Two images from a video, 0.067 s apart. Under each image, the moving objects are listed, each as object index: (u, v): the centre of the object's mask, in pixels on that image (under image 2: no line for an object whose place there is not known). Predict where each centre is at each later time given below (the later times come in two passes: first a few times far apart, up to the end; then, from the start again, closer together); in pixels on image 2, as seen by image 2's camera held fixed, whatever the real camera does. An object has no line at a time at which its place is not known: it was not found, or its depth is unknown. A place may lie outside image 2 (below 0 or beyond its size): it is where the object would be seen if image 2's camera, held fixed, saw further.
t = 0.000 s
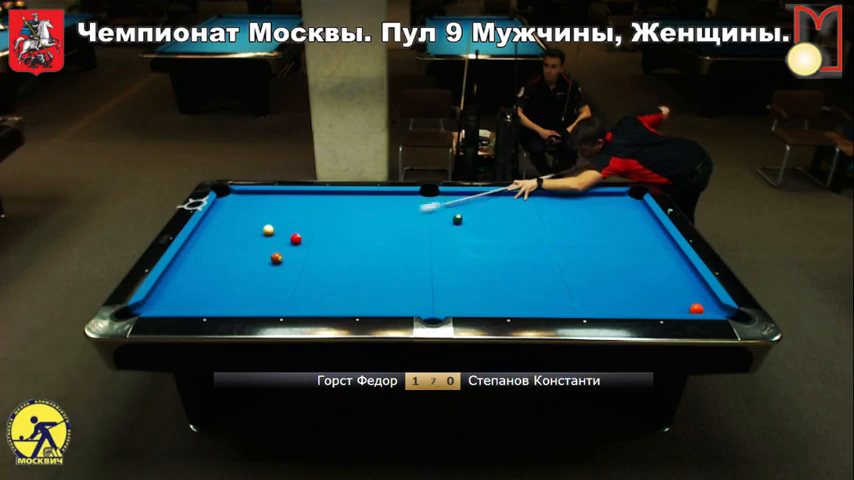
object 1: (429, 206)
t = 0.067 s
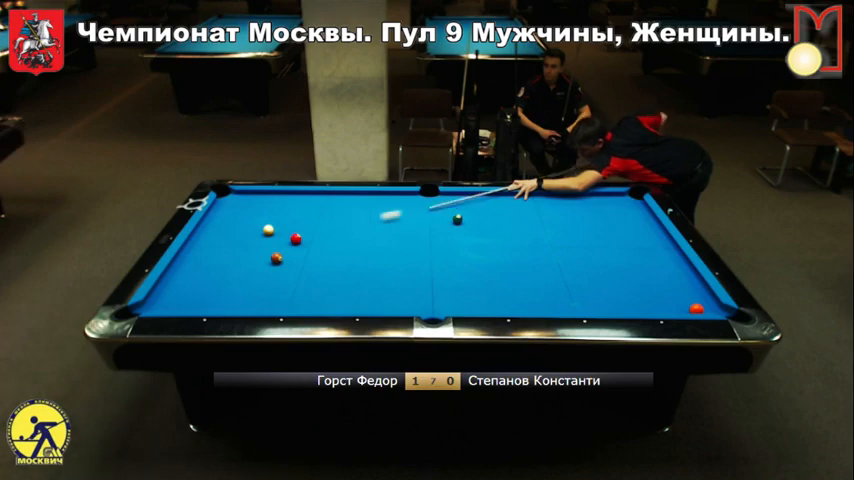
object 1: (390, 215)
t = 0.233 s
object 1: (300, 233)
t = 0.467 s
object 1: (268, 219)
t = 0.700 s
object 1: (243, 209)
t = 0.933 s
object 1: (219, 200)
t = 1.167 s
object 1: (239, 195)
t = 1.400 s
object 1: (252, 201)
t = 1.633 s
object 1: (265, 208)
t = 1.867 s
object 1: (279, 214)
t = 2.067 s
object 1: (291, 220)
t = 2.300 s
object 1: (304, 227)
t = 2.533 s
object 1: (318, 234)
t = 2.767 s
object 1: (331, 241)
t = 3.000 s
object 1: (345, 248)
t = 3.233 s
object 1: (359, 254)
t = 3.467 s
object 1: (372, 261)
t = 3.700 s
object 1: (386, 267)
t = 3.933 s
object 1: (399, 274)
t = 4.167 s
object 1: (412, 280)
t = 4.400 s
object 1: (425, 286)
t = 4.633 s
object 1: (438, 292)
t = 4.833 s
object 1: (449, 297)
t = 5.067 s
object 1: (462, 303)
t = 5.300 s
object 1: (474, 306)
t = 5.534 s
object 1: (482, 306)
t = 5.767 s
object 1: (488, 304)
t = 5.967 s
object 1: (493, 303)
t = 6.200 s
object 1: (497, 303)
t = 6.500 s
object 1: (504, 300)
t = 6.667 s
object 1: (505, 300)
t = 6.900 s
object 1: (508, 299)
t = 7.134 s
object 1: (510, 300)
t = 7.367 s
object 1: (512, 299)
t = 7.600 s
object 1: (514, 300)
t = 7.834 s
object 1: (514, 300)
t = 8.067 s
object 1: (515, 300)
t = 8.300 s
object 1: (515, 299)
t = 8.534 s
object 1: (515, 299)
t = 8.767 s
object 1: (515, 299)
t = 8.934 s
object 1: (515, 299)
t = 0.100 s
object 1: (371, 219)
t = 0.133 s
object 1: (351, 224)
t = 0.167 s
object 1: (330, 228)
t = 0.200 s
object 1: (311, 232)
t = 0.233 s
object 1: (300, 233)
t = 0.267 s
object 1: (294, 231)
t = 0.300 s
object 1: (289, 229)
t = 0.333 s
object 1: (285, 227)
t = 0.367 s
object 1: (280, 225)
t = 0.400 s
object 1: (277, 223)
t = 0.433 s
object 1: (273, 221)
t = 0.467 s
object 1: (268, 219)
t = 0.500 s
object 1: (265, 218)
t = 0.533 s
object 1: (261, 217)
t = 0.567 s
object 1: (257, 215)
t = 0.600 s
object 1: (253, 214)
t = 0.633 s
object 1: (250, 212)
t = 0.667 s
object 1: (246, 211)
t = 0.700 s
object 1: (243, 209)
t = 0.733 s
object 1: (239, 208)
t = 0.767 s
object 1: (236, 207)
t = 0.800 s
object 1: (232, 205)
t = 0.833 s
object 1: (229, 204)
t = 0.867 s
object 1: (226, 203)
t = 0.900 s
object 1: (222, 201)
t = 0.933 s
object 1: (219, 200)
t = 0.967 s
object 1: (222, 198)
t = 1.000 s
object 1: (226, 196)
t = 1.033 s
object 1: (229, 195)
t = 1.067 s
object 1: (232, 193)
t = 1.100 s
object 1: (235, 192)
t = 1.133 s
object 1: (237, 193)
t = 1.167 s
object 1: (239, 195)
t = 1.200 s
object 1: (241, 195)
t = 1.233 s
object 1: (242, 196)
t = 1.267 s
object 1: (244, 197)
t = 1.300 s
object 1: (246, 198)
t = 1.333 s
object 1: (248, 199)
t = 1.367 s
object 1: (250, 200)
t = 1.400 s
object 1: (252, 201)
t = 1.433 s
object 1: (254, 202)
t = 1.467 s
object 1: (256, 203)
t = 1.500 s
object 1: (258, 204)
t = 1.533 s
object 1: (260, 205)
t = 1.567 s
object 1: (261, 206)
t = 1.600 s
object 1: (263, 207)
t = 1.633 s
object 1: (265, 208)
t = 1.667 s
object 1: (267, 208)
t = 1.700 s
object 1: (269, 209)
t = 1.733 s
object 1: (271, 210)
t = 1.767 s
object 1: (273, 211)
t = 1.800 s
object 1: (275, 212)
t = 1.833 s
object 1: (277, 213)
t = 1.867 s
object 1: (279, 214)
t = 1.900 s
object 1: (281, 215)
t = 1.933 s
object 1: (283, 216)
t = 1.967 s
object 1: (285, 217)
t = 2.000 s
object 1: (287, 218)
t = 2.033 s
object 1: (289, 219)
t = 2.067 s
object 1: (291, 220)
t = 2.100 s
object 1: (293, 221)
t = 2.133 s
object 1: (295, 222)
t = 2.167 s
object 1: (296, 223)
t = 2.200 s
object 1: (299, 224)
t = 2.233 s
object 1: (301, 225)
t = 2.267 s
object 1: (303, 226)
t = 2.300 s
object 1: (304, 227)
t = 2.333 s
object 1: (306, 228)
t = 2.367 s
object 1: (308, 229)
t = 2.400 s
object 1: (310, 230)
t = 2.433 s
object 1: (312, 231)
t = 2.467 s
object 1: (314, 232)
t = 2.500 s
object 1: (316, 233)
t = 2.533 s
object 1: (318, 234)
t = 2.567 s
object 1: (320, 235)
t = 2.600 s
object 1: (322, 236)
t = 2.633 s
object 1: (324, 237)
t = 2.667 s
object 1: (326, 238)
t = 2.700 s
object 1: (328, 239)
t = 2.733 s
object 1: (330, 240)
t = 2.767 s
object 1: (331, 241)
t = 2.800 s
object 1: (333, 242)
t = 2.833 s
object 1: (335, 243)
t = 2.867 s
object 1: (337, 243)
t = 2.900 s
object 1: (339, 244)
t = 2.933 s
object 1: (341, 246)
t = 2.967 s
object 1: (343, 247)
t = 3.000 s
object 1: (345, 248)
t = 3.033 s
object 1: (347, 248)
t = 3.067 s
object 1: (349, 249)
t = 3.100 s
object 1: (351, 250)
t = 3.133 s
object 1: (353, 251)
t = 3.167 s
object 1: (355, 252)
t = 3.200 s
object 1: (356, 253)
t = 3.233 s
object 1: (359, 254)
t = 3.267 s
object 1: (361, 255)
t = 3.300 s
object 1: (362, 256)
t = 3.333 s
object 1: (364, 257)
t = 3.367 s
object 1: (366, 258)
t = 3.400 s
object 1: (368, 259)
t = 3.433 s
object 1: (370, 260)
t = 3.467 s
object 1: (372, 261)
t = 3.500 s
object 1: (374, 262)
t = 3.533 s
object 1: (376, 263)
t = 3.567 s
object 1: (378, 264)
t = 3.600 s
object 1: (380, 265)
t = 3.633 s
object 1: (382, 265)
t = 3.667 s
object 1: (384, 267)
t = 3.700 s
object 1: (386, 267)
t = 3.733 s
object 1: (388, 268)
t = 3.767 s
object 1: (390, 269)
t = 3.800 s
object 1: (391, 270)
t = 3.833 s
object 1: (393, 271)
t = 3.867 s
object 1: (395, 272)
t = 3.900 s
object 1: (397, 273)
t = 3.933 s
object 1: (399, 274)
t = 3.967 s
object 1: (401, 275)
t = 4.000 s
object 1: (403, 276)
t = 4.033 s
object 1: (405, 277)
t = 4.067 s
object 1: (407, 277)
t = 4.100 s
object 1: (409, 278)
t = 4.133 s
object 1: (411, 279)
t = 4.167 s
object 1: (412, 280)
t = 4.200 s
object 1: (414, 281)
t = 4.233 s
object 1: (416, 282)
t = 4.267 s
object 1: (418, 283)
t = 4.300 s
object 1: (420, 284)
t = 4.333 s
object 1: (422, 284)
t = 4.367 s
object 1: (424, 285)
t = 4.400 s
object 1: (425, 286)
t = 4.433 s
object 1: (427, 287)
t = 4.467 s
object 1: (429, 288)
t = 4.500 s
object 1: (431, 289)
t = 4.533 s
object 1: (433, 289)
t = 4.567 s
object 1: (435, 290)
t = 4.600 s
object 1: (436, 291)
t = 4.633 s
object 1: (438, 292)
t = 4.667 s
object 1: (440, 293)
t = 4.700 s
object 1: (442, 294)
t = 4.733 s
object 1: (444, 295)
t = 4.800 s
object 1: (447, 296)
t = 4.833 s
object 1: (449, 297)
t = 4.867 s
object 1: (451, 298)
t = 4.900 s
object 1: (454, 299)
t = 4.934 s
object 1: (456, 300)
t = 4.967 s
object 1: (458, 301)
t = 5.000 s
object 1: (459, 302)
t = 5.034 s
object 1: (461, 302)
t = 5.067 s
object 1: (462, 303)
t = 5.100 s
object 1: (464, 304)
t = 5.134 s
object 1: (466, 304)
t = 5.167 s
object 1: (468, 305)
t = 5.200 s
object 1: (469, 305)
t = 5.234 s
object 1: (471, 305)
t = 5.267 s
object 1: (473, 306)
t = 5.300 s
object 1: (474, 306)
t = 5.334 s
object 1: (476, 307)
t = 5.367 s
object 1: (477, 307)
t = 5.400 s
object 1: (478, 307)
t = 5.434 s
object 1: (479, 306)
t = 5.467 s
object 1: (480, 306)
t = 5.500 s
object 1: (481, 306)
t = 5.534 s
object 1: (482, 306)
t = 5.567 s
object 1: (483, 306)
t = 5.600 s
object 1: (484, 305)
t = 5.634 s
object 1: (485, 305)
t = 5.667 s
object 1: (486, 305)
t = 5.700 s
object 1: (487, 305)
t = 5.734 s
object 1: (488, 304)
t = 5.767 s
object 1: (488, 304)
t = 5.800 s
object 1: (489, 304)
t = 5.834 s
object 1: (490, 304)
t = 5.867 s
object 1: (491, 304)
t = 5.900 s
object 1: (492, 304)
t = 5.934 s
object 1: (492, 304)
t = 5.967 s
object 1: (493, 303)
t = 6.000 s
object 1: (494, 303)
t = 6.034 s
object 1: (495, 303)
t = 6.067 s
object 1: (495, 303)
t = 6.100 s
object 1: (496, 303)
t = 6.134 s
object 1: (497, 303)
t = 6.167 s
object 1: (497, 303)
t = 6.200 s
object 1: (497, 303)
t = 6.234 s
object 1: (496, 305)
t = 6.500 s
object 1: (504, 300)
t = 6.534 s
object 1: (504, 300)
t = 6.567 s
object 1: (504, 300)
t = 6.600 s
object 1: (504, 300)
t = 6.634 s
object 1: (505, 300)
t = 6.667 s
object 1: (505, 300)
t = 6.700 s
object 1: (506, 300)
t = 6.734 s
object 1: (507, 300)
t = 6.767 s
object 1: (507, 300)
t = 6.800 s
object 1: (507, 300)
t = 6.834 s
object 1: (508, 300)
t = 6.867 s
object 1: (508, 300)
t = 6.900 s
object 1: (508, 299)
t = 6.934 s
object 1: (509, 299)
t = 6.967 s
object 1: (509, 299)
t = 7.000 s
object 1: (509, 299)
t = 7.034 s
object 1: (510, 300)
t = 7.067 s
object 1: (510, 300)
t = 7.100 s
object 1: (510, 299)
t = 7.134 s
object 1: (510, 300)
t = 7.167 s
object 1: (511, 299)
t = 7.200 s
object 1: (511, 299)
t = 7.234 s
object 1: (511, 299)
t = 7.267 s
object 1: (512, 299)
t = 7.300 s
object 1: (512, 299)
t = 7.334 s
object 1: (512, 299)
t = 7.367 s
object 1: (512, 299)
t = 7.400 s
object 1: (512, 299)
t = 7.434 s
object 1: (512, 299)
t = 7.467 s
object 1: (513, 300)
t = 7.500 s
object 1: (513, 300)
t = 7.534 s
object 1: (513, 299)
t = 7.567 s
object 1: (514, 299)
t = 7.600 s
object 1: (514, 300)
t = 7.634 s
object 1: (514, 299)
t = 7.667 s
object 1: (514, 299)
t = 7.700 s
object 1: (514, 299)
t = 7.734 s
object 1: (514, 299)
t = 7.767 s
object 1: (514, 299)
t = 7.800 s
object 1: (514, 300)
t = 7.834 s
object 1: (514, 300)
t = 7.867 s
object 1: (515, 300)
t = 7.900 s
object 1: (515, 299)
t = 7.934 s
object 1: (515, 300)
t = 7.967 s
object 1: (515, 300)
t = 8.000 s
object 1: (515, 300)
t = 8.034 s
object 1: (515, 300)
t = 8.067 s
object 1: (515, 300)
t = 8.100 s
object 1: (515, 299)
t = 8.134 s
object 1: (515, 299)
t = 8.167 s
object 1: (515, 299)
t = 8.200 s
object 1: (515, 299)
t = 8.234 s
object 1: (515, 299)
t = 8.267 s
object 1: (515, 299)
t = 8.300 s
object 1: (515, 299)
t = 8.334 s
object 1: (515, 299)
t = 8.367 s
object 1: (515, 299)
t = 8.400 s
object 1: (515, 299)
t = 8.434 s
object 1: (515, 299)
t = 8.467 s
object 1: (515, 299)
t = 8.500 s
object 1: (515, 299)
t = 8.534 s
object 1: (515, 299)
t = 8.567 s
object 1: (515, 299)
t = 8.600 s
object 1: (515, 299)
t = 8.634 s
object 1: (515, 299)
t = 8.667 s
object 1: (515, 299)
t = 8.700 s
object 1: (515, 299)
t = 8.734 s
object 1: (515, 299)
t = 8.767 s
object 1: (515, 299)
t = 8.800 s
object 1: (515, 299)
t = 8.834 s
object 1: (515, 299)
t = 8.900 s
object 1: (515, 299)
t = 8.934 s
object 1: (515, 299)
